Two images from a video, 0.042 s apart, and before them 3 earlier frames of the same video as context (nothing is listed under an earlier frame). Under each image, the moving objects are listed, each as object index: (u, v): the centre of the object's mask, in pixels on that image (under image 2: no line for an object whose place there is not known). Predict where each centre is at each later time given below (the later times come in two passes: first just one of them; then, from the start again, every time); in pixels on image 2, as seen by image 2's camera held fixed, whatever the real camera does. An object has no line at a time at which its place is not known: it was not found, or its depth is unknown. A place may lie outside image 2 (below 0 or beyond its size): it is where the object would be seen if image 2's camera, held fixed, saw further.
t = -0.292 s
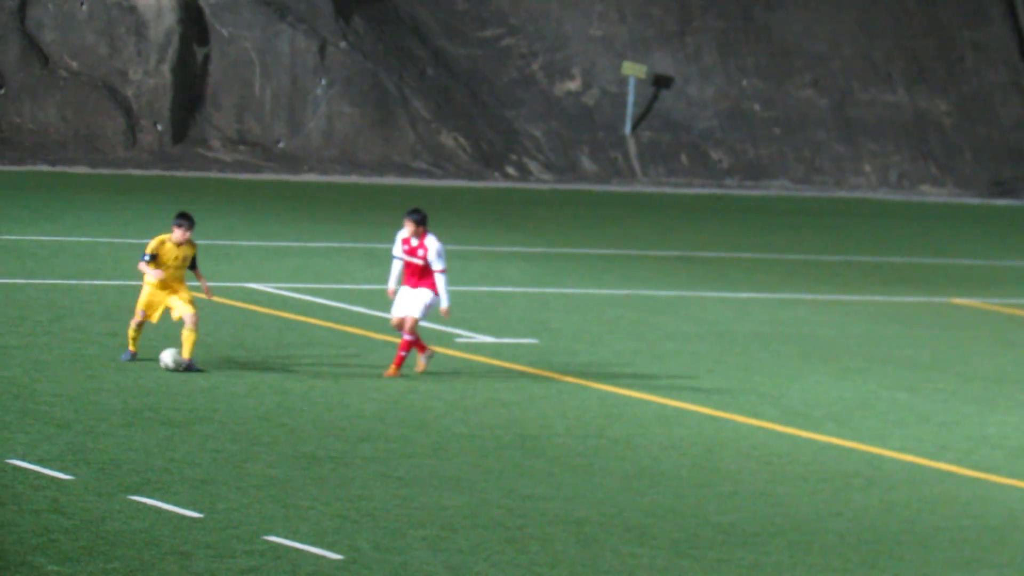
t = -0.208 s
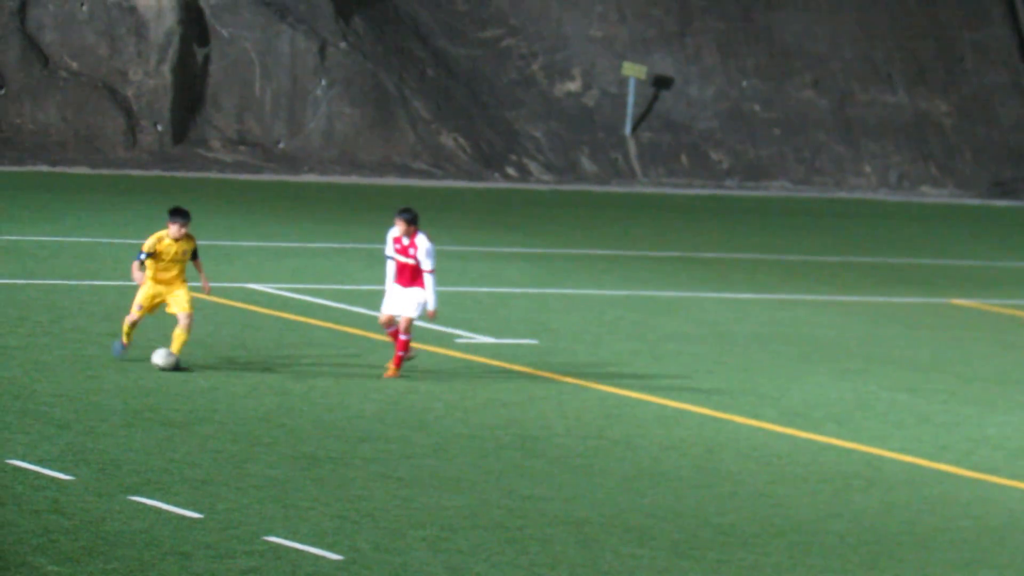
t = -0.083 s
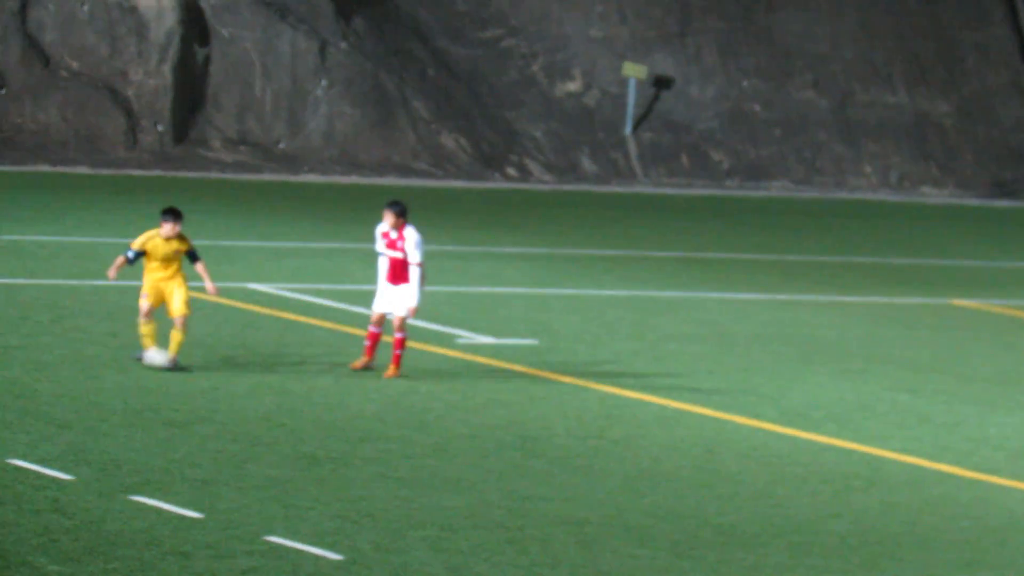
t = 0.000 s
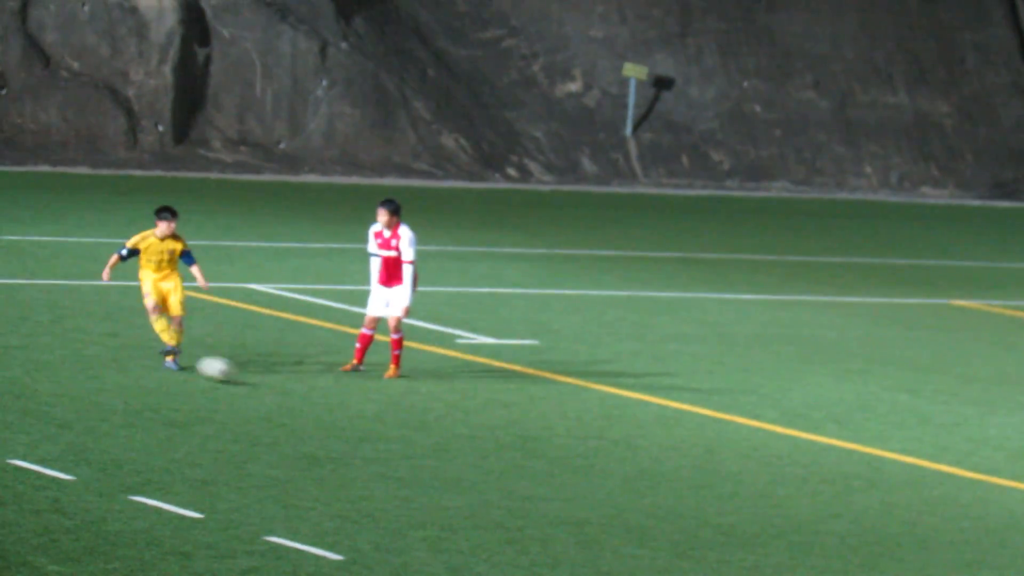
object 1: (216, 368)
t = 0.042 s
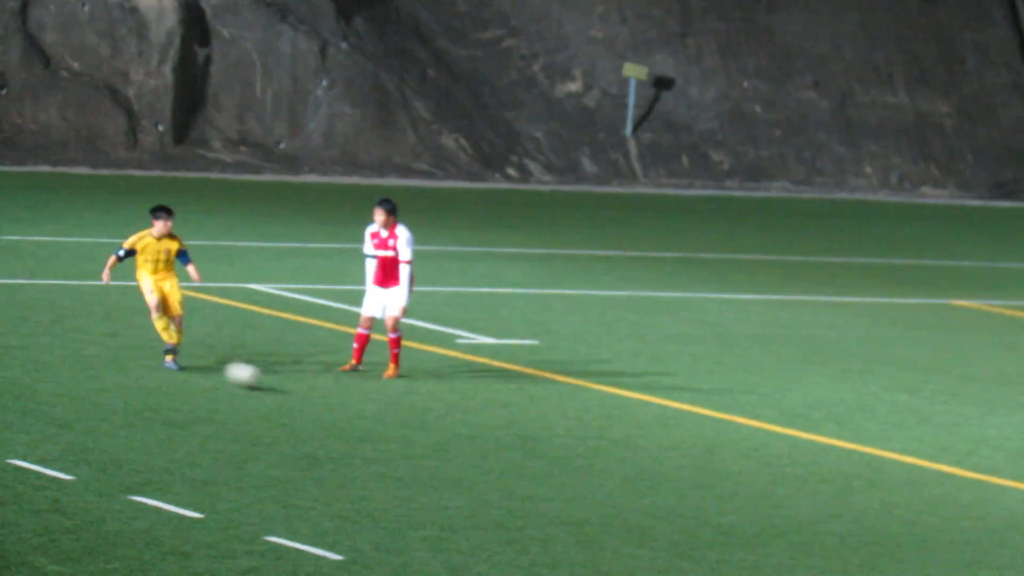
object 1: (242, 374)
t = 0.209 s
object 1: (352, 400)
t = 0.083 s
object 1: (271, 383)
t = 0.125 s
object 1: (298, 388)
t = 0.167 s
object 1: (325, 394)
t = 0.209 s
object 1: (352, 400)
